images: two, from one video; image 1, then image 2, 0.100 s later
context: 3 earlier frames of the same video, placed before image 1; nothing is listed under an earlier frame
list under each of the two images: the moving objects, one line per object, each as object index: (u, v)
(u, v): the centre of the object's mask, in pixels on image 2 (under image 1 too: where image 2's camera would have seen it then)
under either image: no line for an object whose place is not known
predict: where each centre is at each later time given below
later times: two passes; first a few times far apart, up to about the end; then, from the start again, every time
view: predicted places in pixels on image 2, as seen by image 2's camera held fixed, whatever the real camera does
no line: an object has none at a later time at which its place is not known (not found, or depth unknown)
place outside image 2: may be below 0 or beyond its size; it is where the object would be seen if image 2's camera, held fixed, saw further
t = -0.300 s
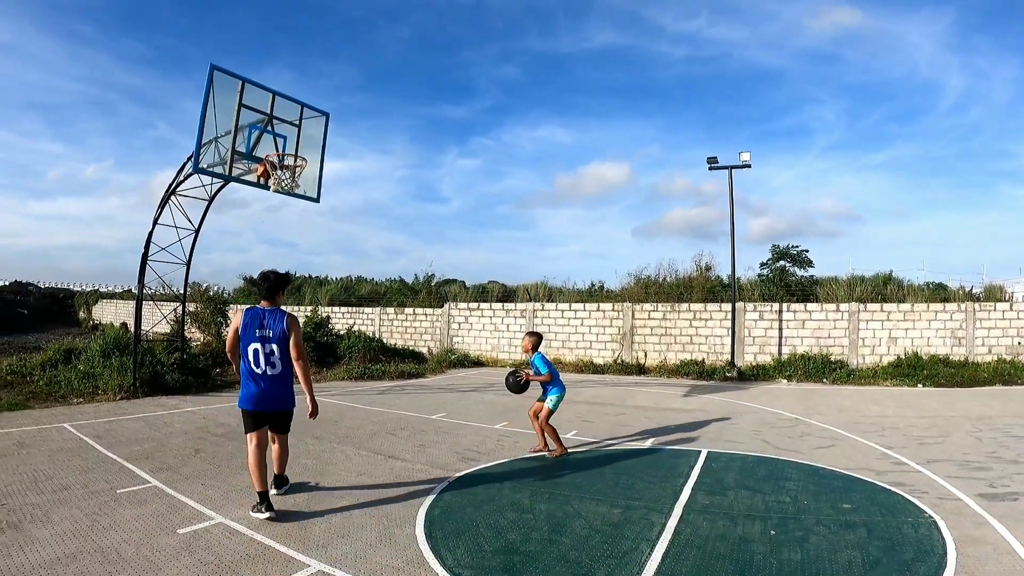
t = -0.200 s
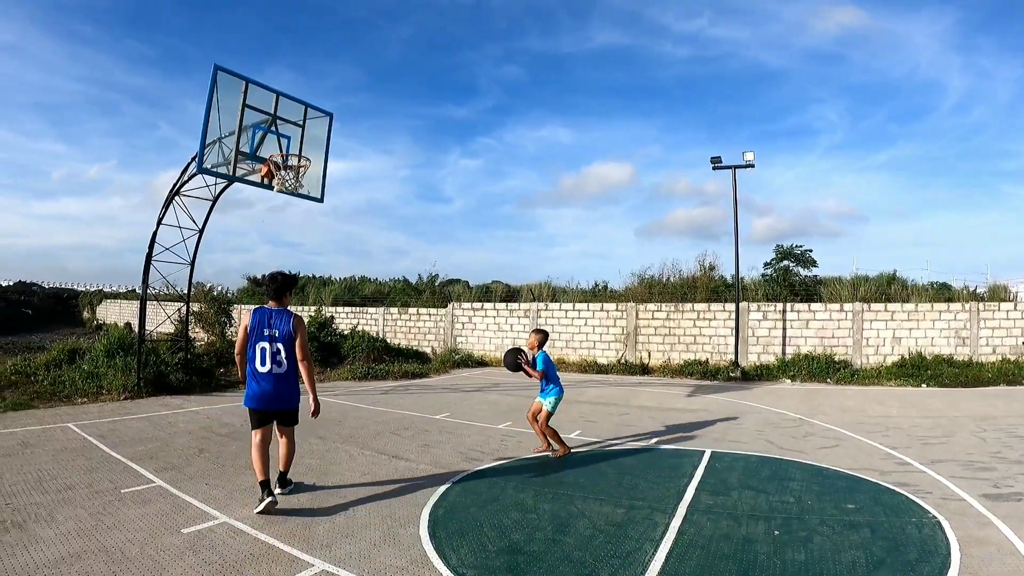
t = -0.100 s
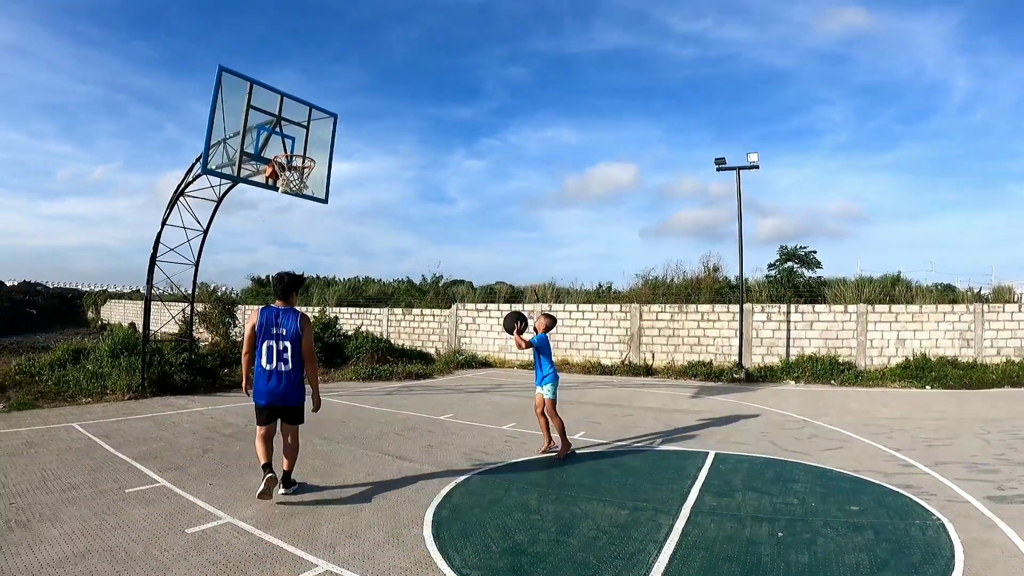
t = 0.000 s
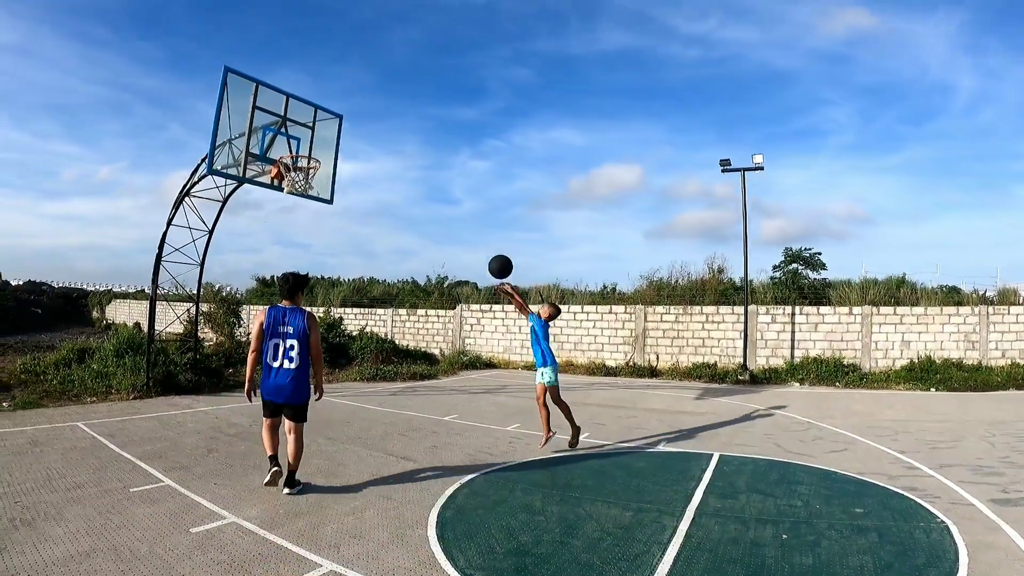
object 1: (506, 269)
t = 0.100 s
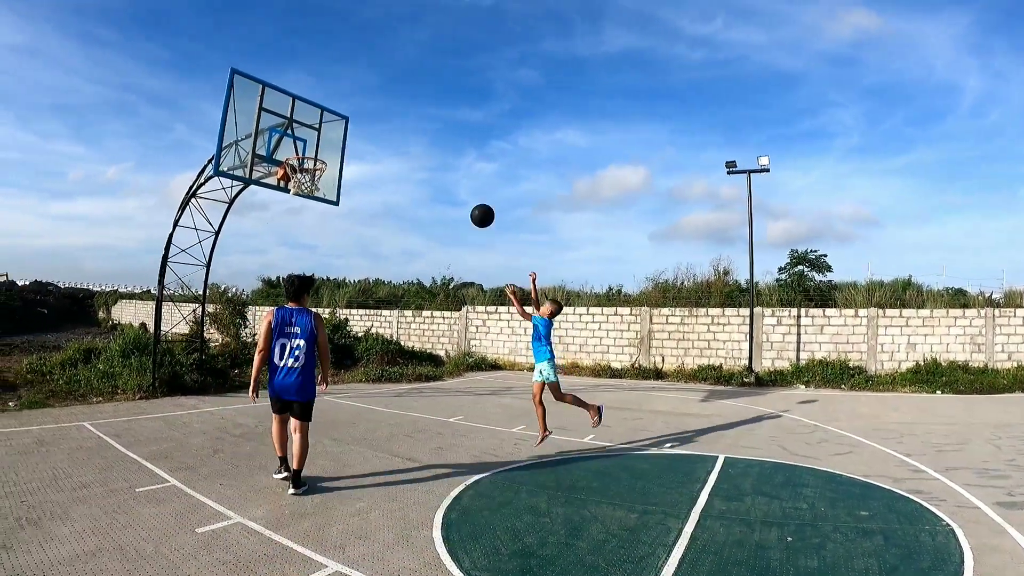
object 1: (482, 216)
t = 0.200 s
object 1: (460, 175)
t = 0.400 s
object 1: (419, 125)
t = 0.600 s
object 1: (379, 113)
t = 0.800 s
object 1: (339, 138)
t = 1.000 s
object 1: (362, 154)
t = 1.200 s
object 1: (405, 196)
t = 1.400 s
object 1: (453, 287)
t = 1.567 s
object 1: (491, 399)
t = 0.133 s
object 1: (475, 200)
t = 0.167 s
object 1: (468, 187)
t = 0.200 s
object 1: (460, 175)
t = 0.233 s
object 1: (453, 163)
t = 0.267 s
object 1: (446, 153)
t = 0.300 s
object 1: (440, 145)
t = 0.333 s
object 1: (433, 137)
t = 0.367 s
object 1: (426, 130)
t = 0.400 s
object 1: (419, 125)
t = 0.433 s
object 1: (413, 120)
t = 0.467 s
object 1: (406, 117)
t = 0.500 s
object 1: (399, 114)
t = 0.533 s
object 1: (393, 113)
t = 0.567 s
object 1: (386, 112)
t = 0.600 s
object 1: (379, 113)
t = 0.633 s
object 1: (372, 115)
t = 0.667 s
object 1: (366, 117)
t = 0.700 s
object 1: (359, 121)
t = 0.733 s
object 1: (352, 126)
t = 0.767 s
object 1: (345, 132)
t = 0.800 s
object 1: (339, 138)
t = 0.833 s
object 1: (332, 146)
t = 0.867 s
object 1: (334, 148)
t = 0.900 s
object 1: (341, 148)
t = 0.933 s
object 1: (348, 149)
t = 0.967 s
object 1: (356, 151)
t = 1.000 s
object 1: (362, 154)
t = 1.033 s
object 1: (369, 158)
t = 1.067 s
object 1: (376, 163)
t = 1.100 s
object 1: (383, 169)
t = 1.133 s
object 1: (390, 177)
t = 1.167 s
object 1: (398, 186)
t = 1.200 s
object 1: (405, 196)
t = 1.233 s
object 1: (413, 208)
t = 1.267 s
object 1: (421, 220)
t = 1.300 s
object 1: (428, 235)
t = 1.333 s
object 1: (436, 251)
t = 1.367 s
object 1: (444, 269)
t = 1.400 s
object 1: (453, 287)
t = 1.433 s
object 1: (460, 307)
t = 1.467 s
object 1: (467, 327)
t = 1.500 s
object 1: (475, 350)
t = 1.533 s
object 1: (483, 374)
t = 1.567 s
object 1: (491, 399)
